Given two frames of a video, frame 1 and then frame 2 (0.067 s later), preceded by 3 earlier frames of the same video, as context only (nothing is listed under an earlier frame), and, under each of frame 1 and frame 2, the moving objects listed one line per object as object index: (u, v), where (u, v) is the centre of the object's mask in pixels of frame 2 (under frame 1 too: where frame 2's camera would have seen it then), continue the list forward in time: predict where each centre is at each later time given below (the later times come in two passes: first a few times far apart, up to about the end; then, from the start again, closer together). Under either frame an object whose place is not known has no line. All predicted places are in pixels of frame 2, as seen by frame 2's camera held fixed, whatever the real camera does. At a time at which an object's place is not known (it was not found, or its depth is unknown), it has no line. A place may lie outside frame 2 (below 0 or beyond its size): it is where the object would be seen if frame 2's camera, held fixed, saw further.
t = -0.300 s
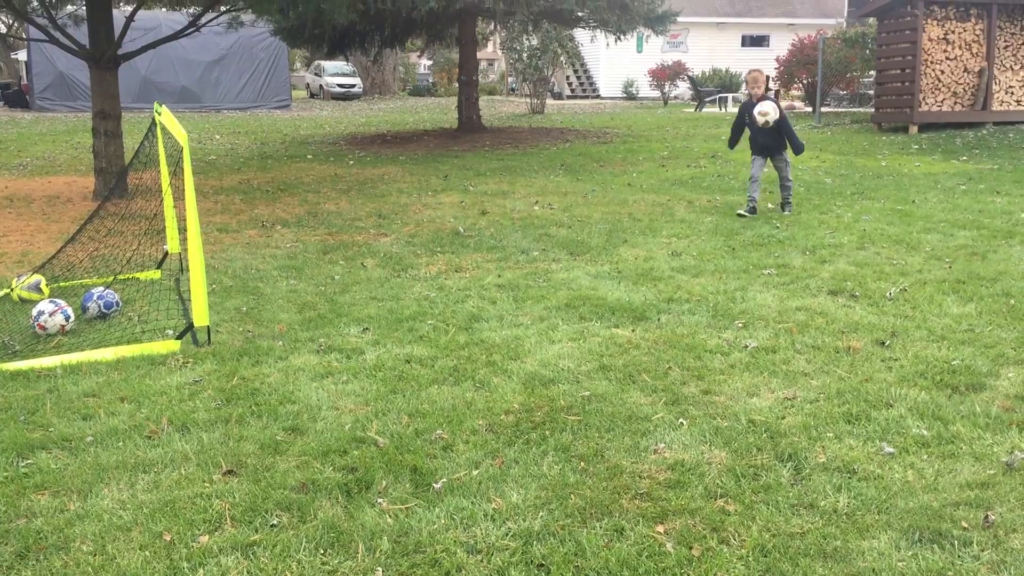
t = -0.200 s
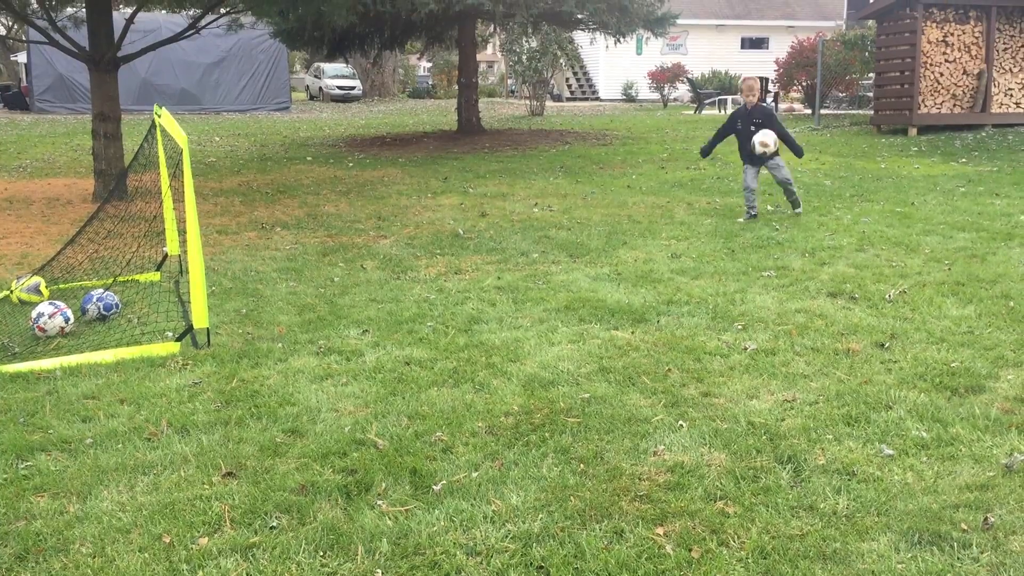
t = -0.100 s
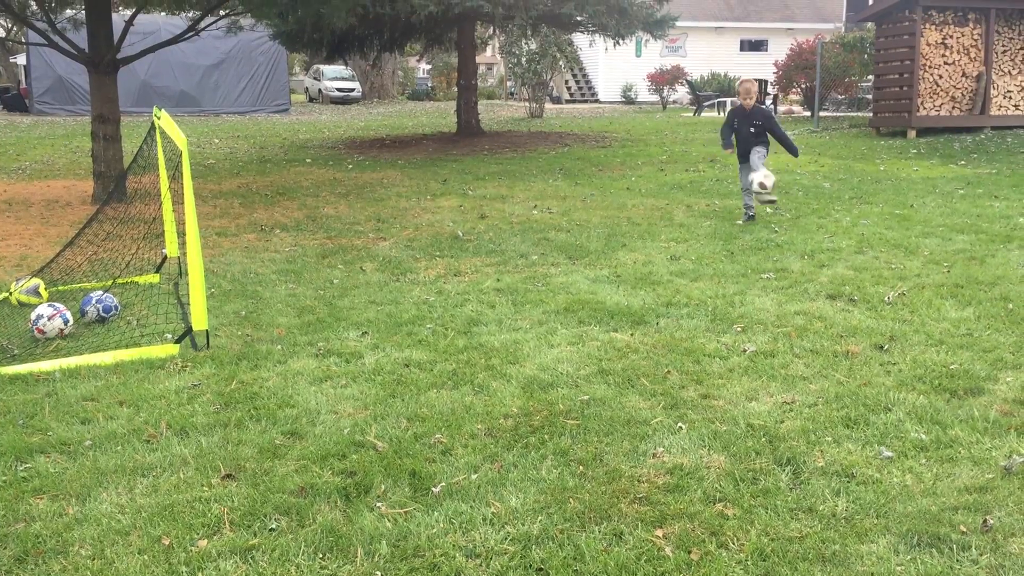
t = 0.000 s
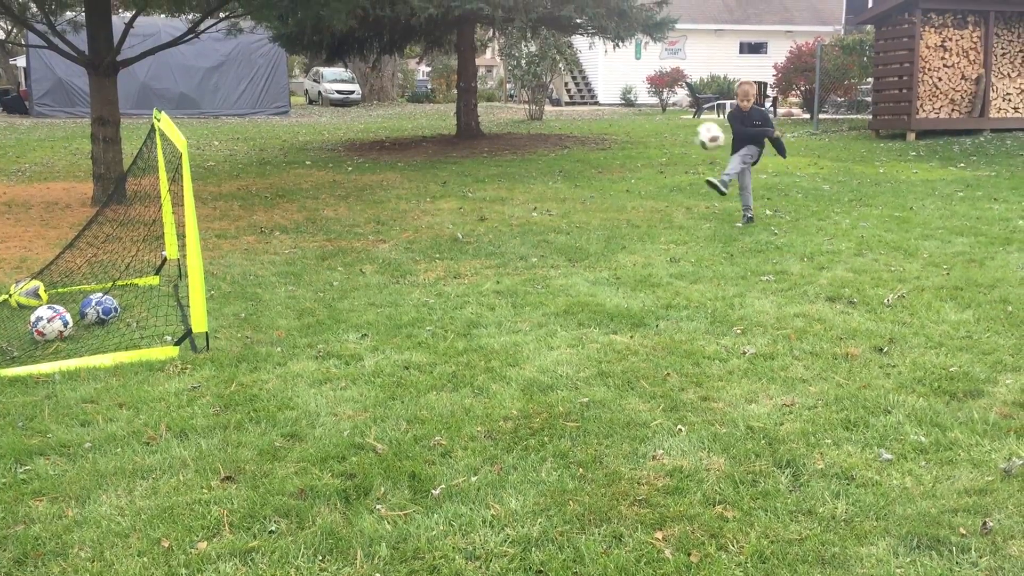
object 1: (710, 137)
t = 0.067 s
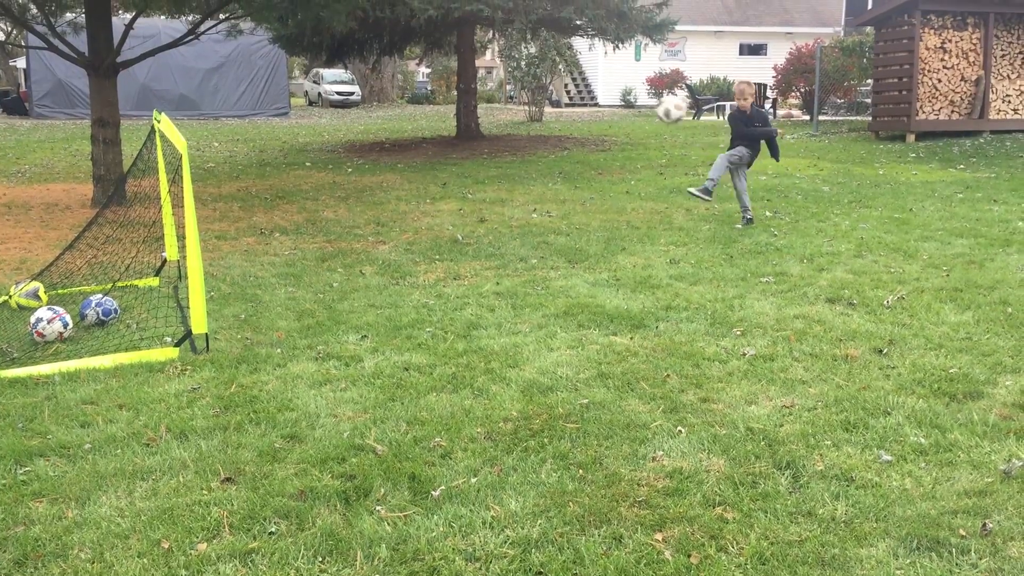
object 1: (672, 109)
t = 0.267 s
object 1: (538, 50)
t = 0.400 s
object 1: (434, 38)
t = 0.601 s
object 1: (244, 76)
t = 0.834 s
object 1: (89, 143)
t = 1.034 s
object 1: (15, 248)
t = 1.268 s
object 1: (1, 355)
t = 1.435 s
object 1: (29, 352)
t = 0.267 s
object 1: (538, 50)
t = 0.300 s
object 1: (514, 45)
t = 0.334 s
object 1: (488, 41)
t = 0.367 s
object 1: (462, 39)
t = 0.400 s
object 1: (434, 38)
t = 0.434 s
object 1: (405, 41)
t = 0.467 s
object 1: (376, 42)
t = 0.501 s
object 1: (344, 47)
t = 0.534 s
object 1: (312, 55)
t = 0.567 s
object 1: (279, 63)
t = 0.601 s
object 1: (244, 76)
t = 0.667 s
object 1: (172, 106)
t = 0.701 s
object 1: (148, 116)
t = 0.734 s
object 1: (129, 122)
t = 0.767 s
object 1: (113, 128)
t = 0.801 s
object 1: (97, 134)
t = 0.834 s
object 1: (89, 143)
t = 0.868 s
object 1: (71, 153)
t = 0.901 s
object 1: (62, 167)
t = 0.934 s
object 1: (49, 183)
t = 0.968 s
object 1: (37, 203)
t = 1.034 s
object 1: (15, 248)
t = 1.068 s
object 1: (5, 272)
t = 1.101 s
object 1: (1, 297)
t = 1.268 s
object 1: (1, 355)
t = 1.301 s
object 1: (3, 353)
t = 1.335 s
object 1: (9, 354)
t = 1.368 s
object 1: (16, 355)
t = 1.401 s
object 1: (22, 354)
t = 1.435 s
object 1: (29, 352)
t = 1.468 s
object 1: (34, 350)
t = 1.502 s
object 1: (40, 346)
